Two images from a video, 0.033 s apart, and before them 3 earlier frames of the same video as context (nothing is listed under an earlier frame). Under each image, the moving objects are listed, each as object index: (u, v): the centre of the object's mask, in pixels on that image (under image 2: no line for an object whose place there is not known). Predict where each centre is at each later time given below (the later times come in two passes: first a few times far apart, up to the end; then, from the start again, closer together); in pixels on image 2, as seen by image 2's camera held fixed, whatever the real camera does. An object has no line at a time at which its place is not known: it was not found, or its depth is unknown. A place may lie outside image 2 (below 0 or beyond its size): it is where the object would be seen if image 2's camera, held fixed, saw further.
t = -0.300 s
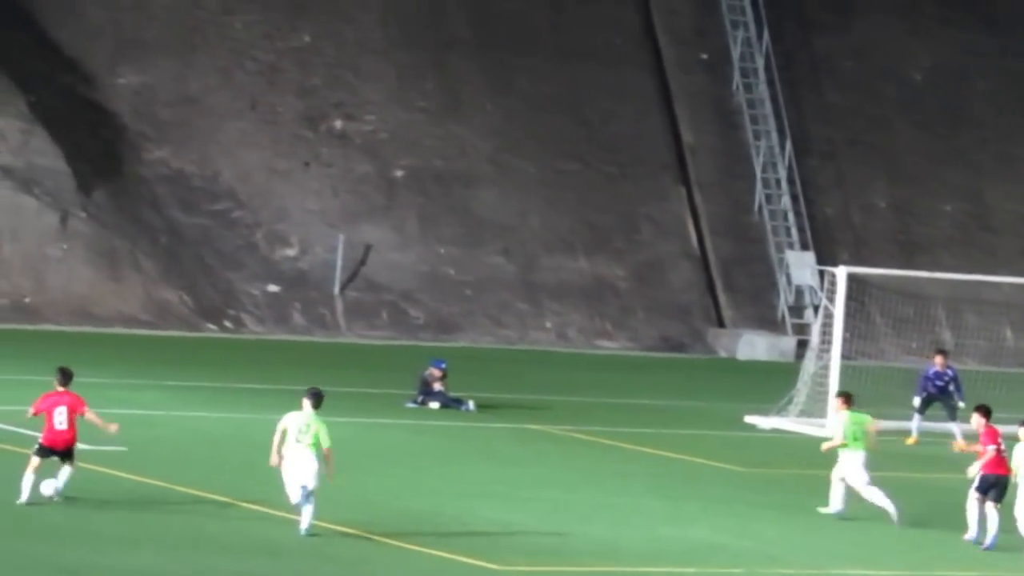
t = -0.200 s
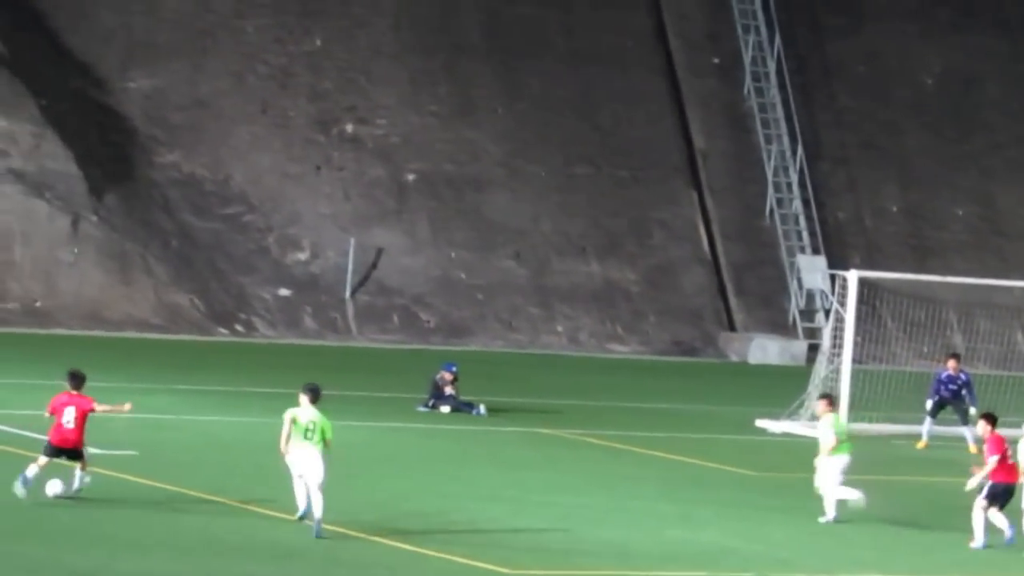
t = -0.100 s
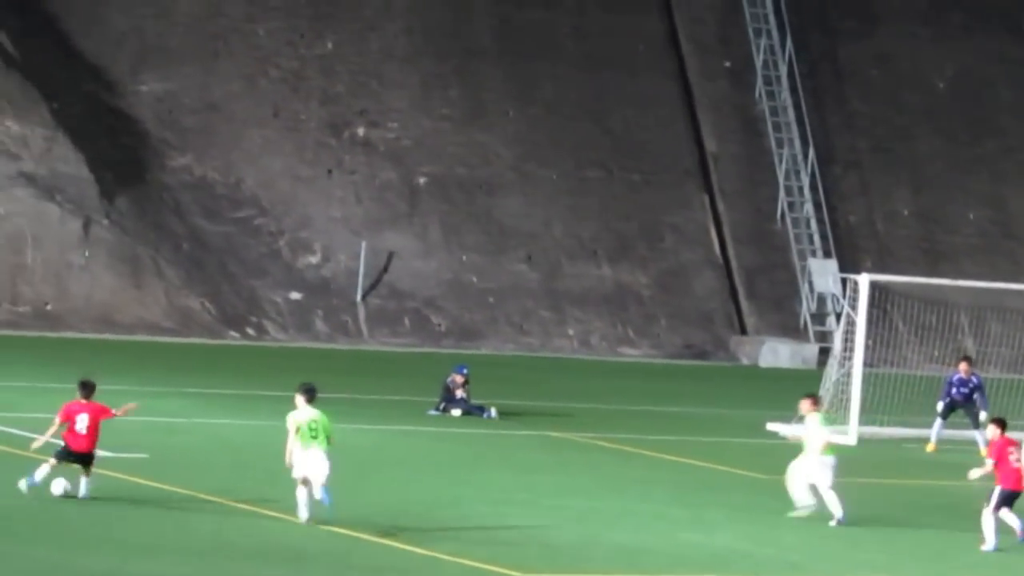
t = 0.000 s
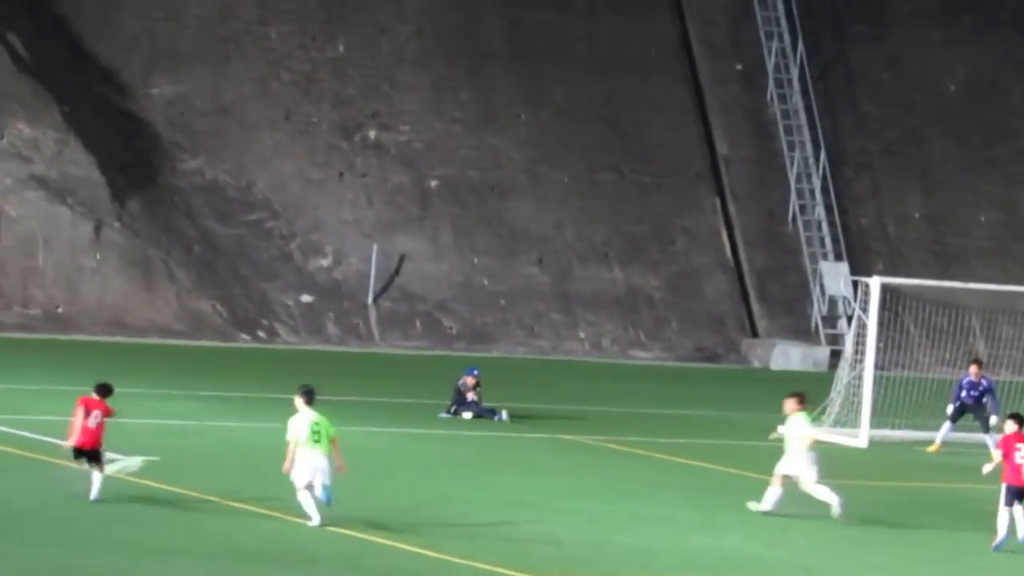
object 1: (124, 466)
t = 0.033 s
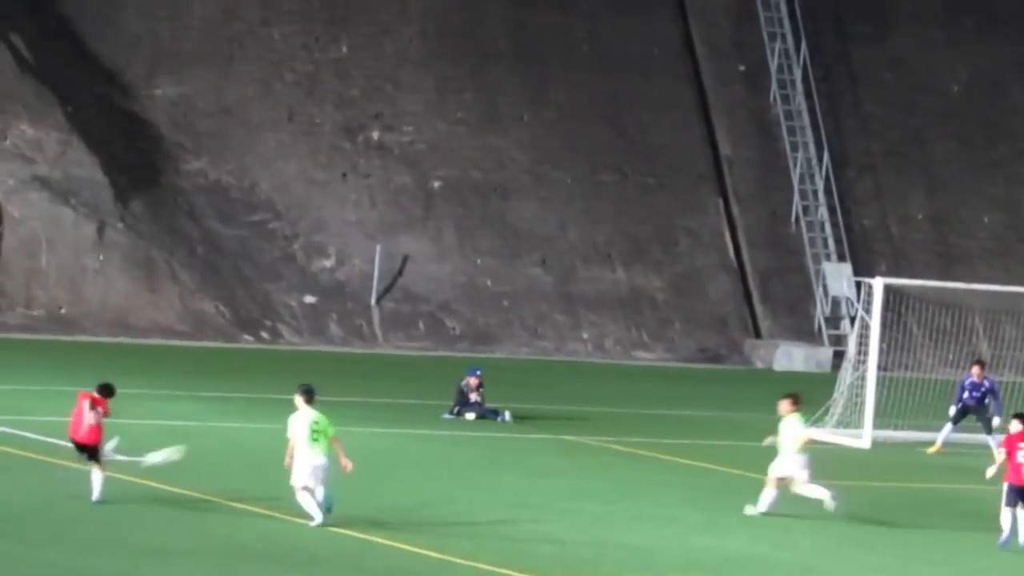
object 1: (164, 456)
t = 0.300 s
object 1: (447, 394)
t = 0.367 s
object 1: (514, 387)
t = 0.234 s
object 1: (381, 403)
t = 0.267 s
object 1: (416, 398)
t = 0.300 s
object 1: (447, 394)
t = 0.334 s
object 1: (483, 390)
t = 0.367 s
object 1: (514, 387)
